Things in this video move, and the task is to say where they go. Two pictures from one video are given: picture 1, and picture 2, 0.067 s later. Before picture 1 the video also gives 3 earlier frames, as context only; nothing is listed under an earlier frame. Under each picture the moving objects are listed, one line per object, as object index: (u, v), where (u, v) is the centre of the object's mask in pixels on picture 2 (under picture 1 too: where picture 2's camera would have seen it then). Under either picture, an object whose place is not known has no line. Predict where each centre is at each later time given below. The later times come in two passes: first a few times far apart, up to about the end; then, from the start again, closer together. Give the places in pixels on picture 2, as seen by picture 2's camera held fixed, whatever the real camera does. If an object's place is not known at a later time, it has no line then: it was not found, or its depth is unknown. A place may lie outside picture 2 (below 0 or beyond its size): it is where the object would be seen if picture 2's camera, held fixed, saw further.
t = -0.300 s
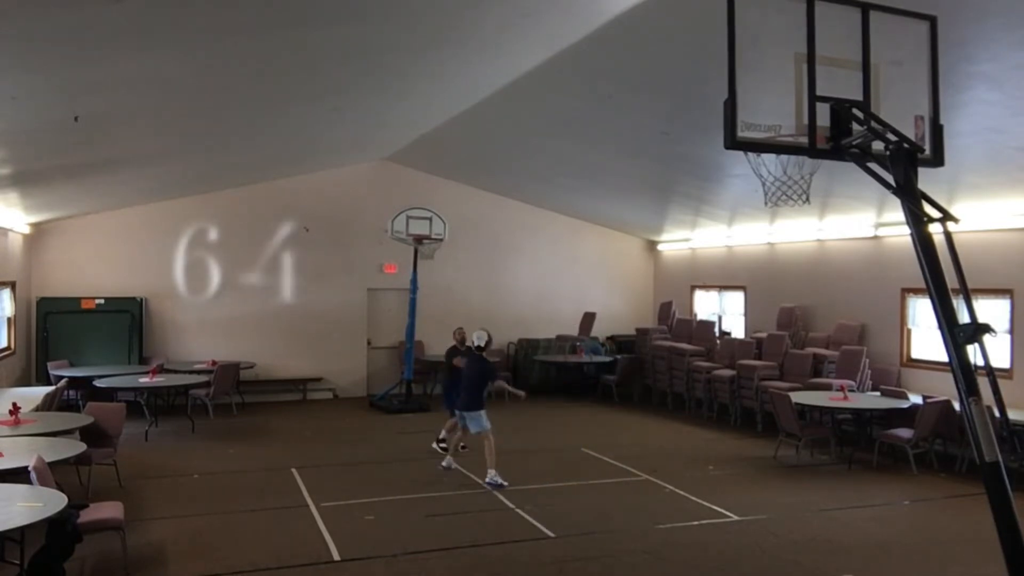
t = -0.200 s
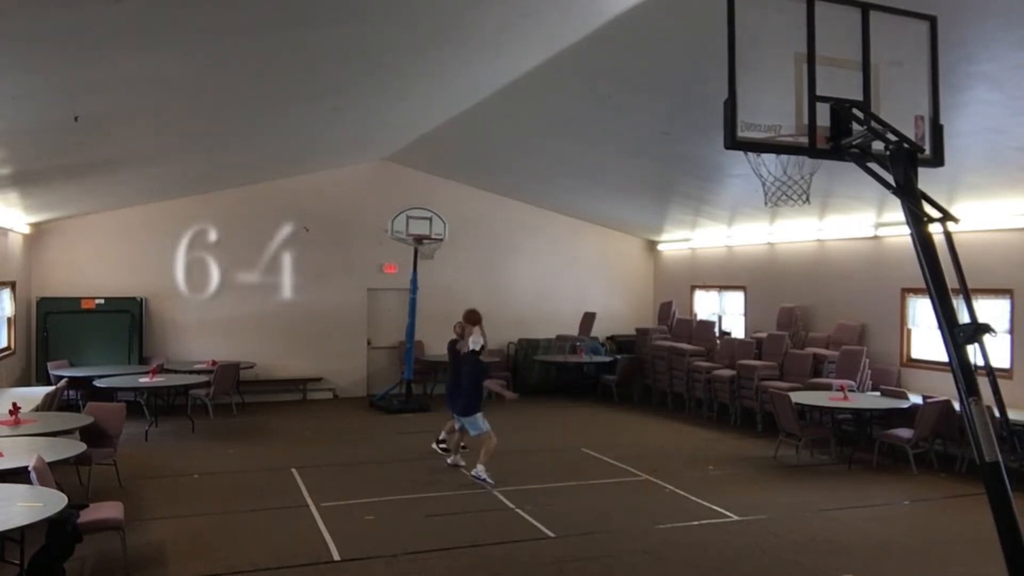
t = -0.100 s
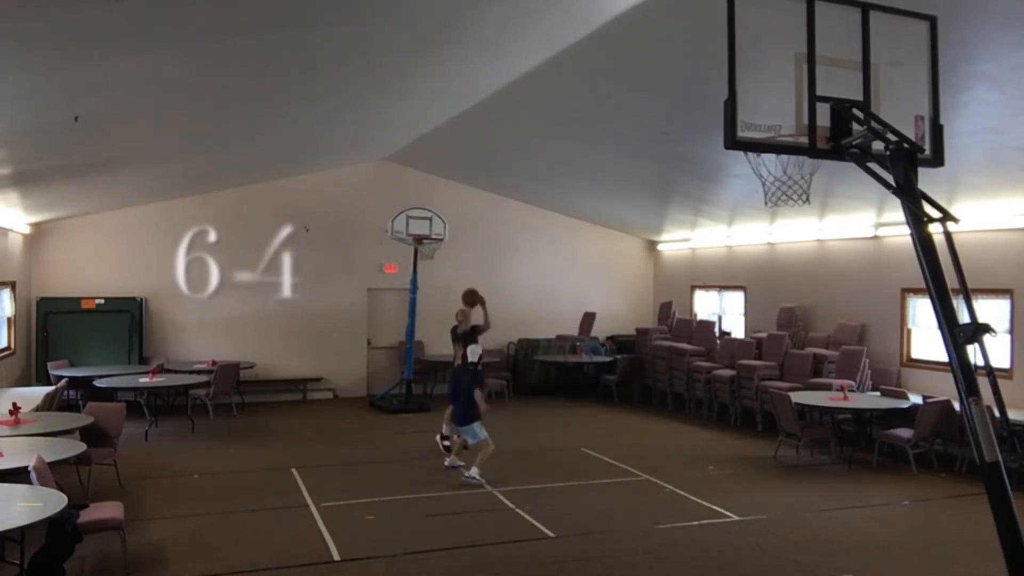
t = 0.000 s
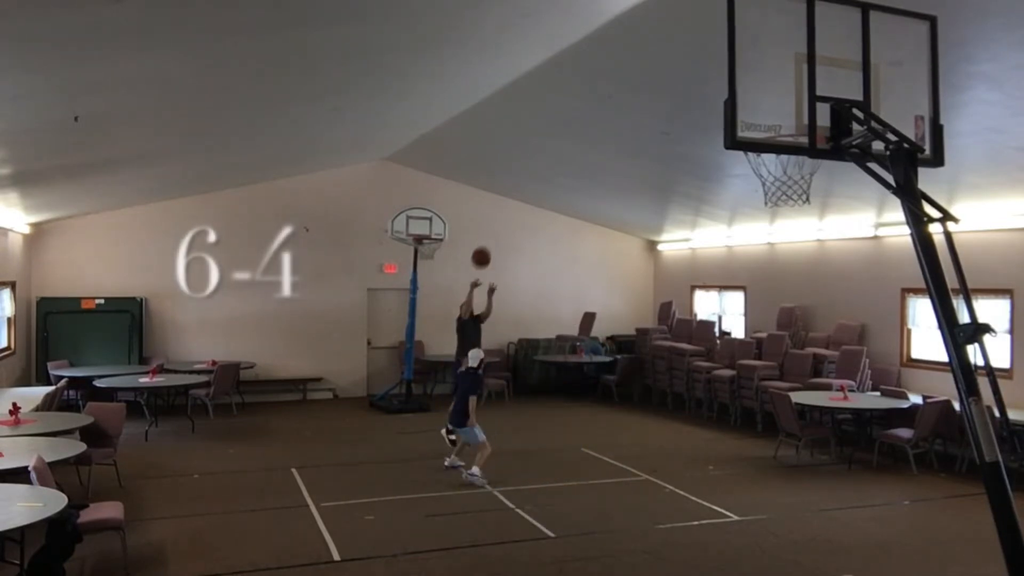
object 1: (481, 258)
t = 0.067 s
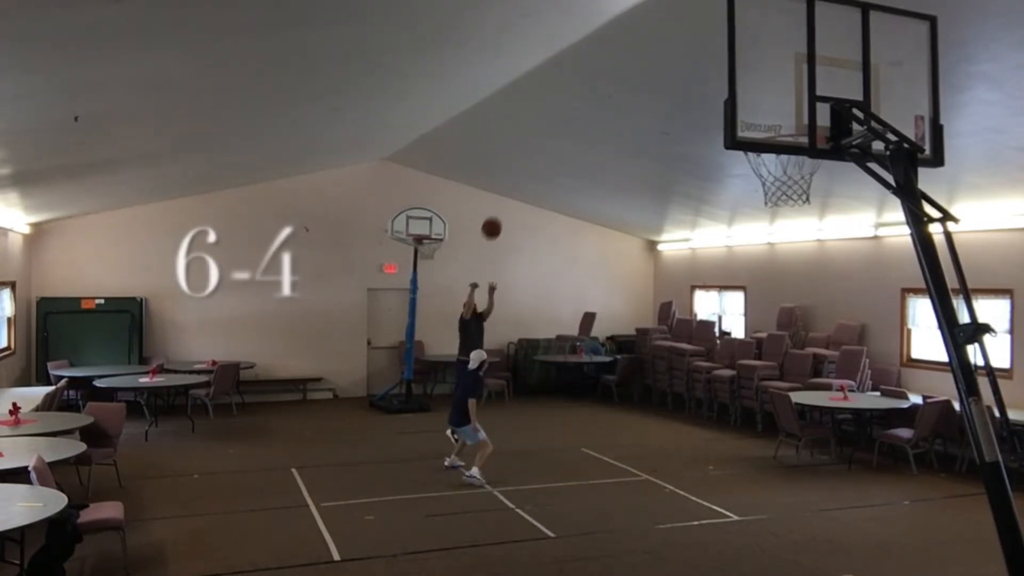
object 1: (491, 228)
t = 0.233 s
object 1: (521, 163)
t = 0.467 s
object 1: (574, 96)
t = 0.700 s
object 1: (645, 76)
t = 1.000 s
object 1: (766, 169)
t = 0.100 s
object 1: (497, 214)
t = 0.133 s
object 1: (503, 200)
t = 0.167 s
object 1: (508, 187)
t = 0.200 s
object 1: (514, 175)
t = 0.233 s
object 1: (521, 163)
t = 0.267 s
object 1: (527, 151)
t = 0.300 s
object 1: (534, 141)
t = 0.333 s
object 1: (541, 130)
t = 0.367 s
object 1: (549, 121)
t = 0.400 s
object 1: (557, 112)
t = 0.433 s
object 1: (565, 104)
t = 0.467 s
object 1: (574, 96)
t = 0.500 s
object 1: (583, 90)
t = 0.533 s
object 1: (592, 85)
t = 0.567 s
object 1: (601, 81)
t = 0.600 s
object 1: (612, 78)
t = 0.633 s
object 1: (622, 76)
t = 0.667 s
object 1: (634, 75)
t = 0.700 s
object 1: (645, 76)
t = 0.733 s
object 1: (657, 79)
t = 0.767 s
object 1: (670, 83)
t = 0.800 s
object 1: (683, 89)
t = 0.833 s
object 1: (697, 96)
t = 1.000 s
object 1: (766, 169)
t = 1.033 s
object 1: (762, 189)
